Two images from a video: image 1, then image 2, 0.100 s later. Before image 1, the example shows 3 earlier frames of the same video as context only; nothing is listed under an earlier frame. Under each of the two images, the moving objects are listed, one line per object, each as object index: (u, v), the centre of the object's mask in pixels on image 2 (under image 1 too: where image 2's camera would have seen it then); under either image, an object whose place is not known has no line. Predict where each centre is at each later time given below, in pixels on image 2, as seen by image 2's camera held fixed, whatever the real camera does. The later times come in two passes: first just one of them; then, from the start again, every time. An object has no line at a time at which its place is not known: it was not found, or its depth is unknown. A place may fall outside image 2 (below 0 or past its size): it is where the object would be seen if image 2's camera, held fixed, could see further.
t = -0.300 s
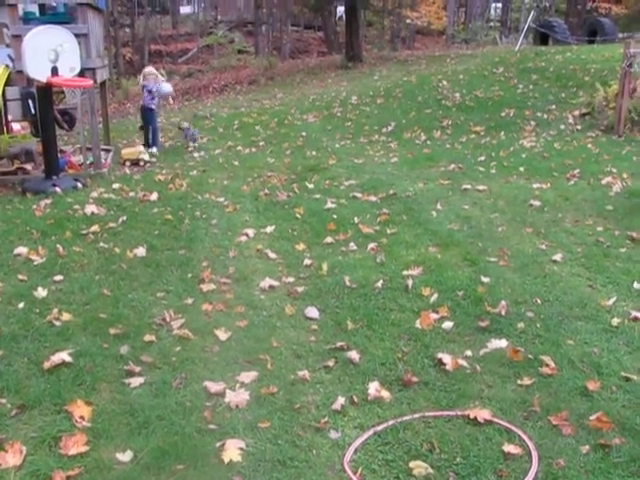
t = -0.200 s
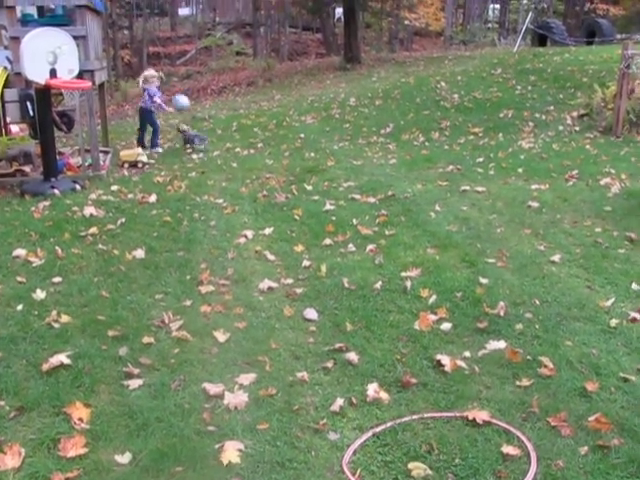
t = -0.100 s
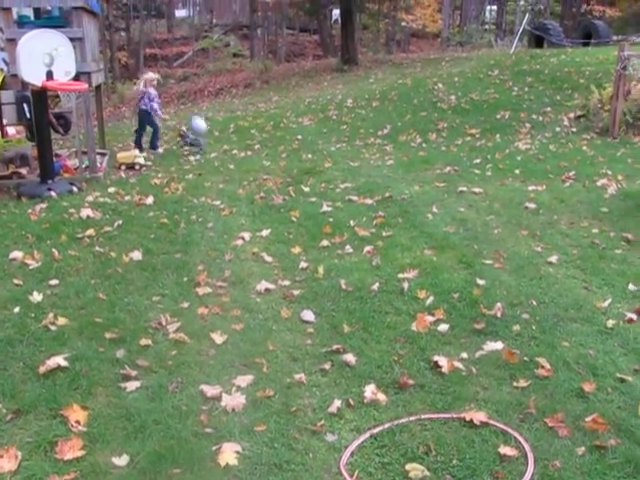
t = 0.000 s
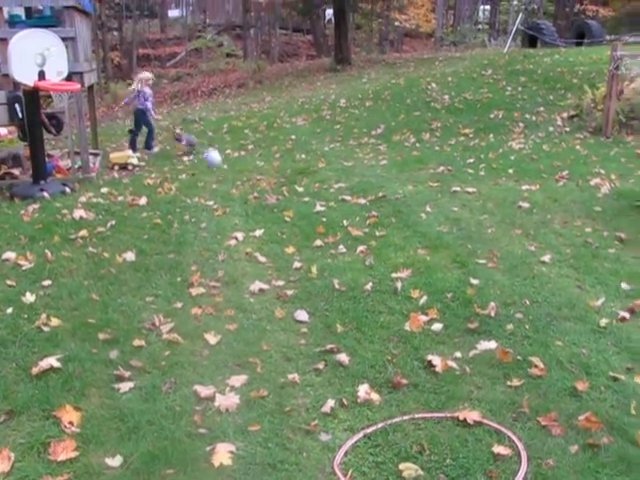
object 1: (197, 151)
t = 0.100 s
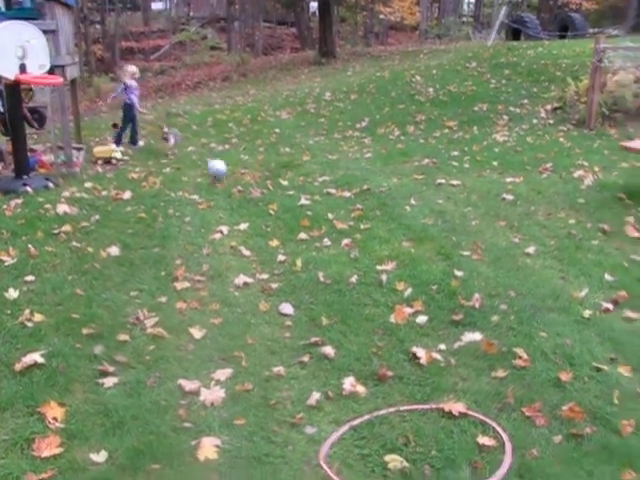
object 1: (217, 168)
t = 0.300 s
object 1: (251, 154)
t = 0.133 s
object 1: (222, 164)
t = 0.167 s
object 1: (228, 160)
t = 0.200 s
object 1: (233, 156)
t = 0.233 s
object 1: (239, 155)
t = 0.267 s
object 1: (244, 154)
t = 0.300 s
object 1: (251, 154)
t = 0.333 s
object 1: (257, 156)
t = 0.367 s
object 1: (263, 159)
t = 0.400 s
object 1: (270, 163)
